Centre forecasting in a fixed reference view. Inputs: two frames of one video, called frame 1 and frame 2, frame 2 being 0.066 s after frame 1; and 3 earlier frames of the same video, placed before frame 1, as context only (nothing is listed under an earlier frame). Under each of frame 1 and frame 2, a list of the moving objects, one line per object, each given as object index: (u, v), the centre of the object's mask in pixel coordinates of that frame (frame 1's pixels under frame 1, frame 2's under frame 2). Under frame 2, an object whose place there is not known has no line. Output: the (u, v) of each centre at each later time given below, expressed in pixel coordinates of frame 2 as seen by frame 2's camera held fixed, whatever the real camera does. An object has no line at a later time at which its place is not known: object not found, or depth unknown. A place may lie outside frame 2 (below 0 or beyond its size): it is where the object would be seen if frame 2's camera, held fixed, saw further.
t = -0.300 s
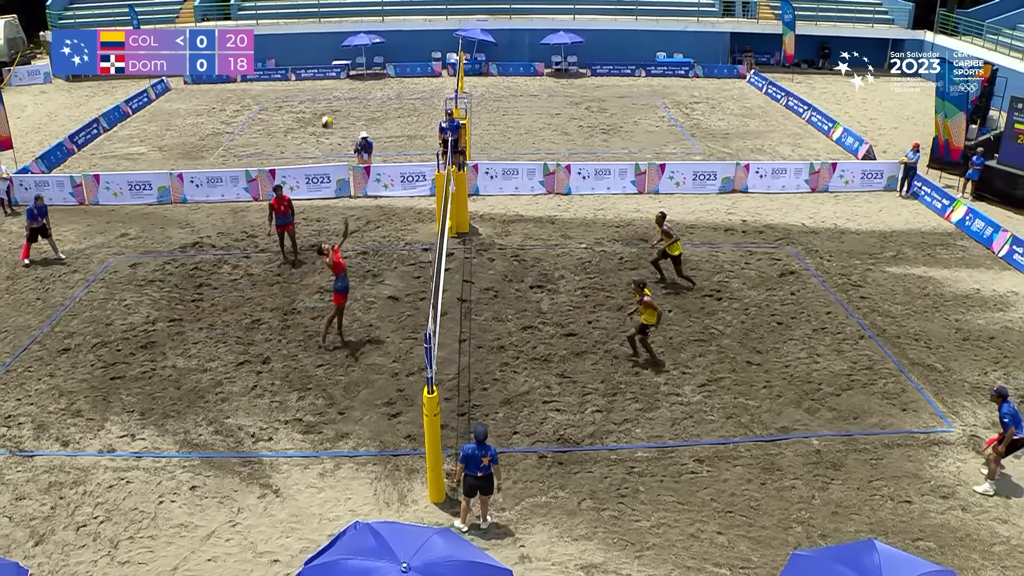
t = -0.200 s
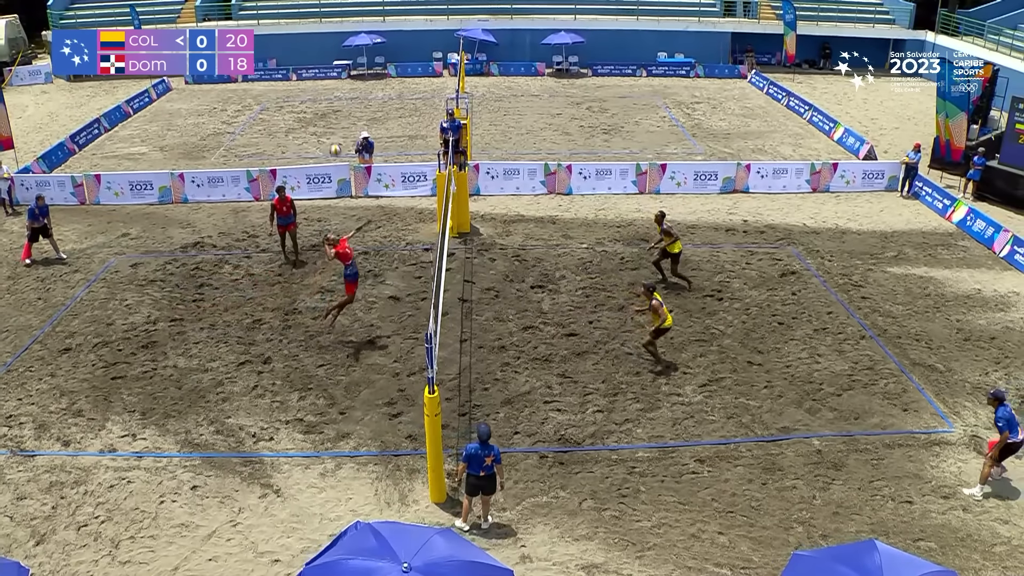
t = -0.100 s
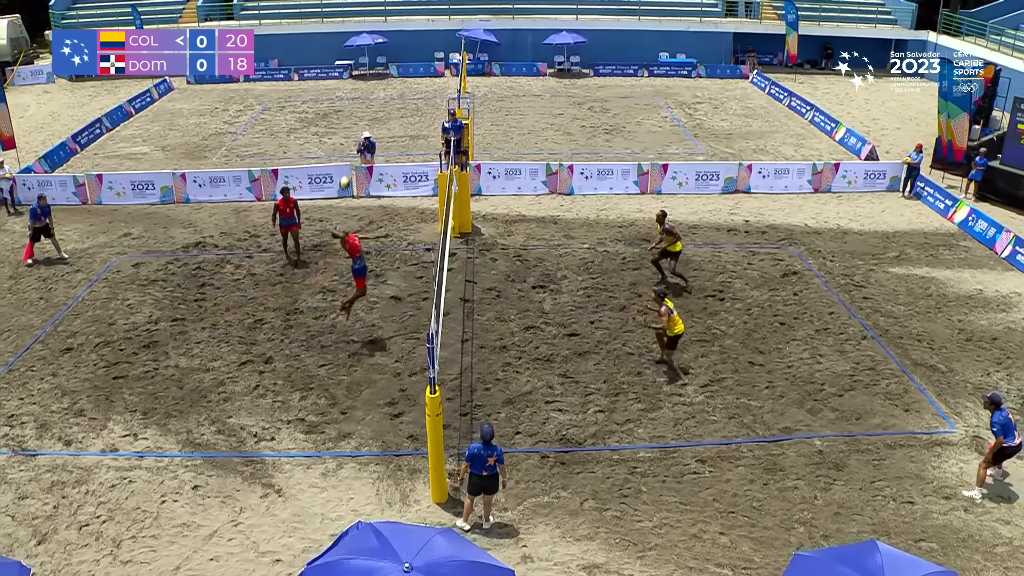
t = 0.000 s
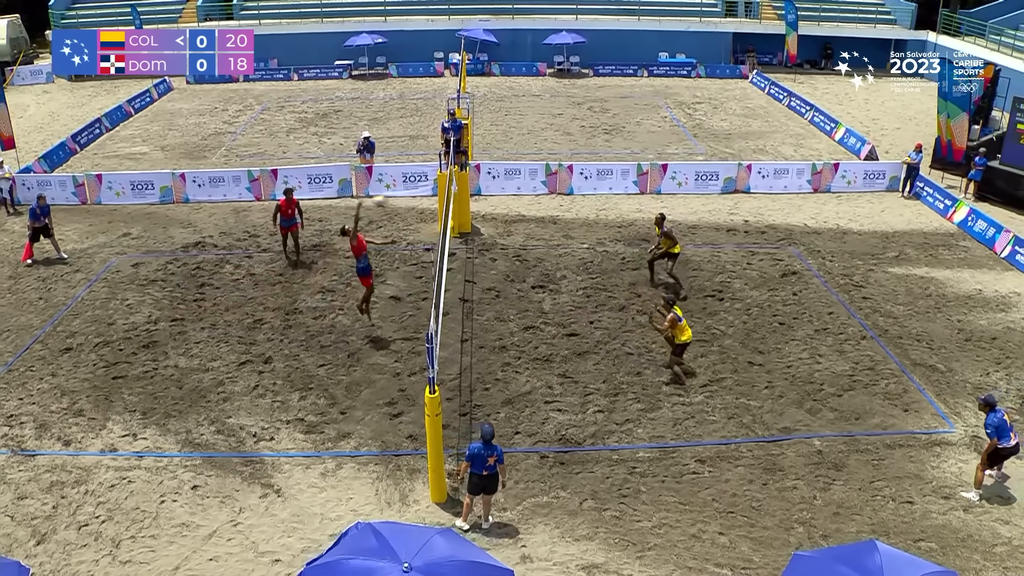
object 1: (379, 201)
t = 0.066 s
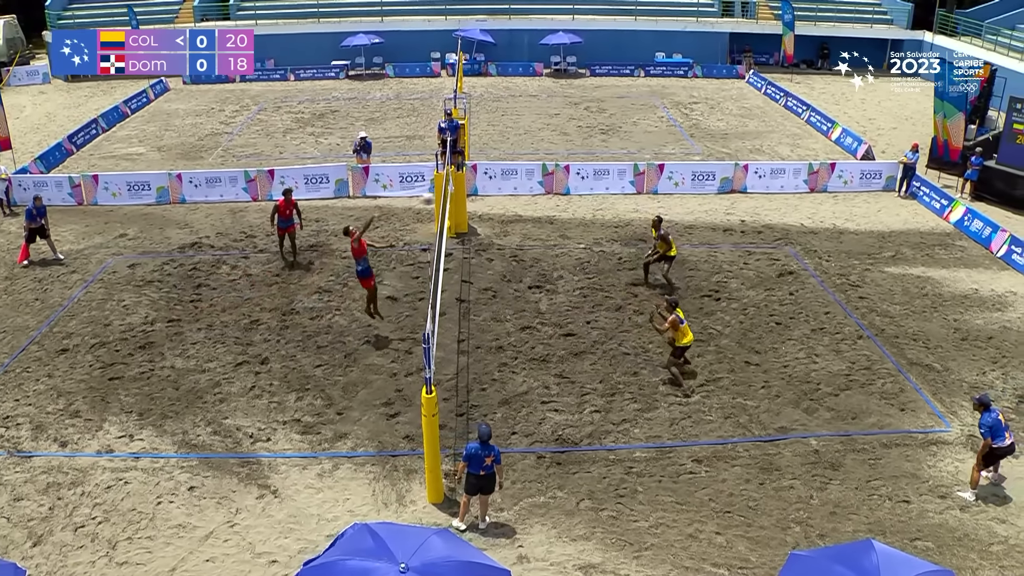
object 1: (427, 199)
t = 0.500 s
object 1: (720, 254)
